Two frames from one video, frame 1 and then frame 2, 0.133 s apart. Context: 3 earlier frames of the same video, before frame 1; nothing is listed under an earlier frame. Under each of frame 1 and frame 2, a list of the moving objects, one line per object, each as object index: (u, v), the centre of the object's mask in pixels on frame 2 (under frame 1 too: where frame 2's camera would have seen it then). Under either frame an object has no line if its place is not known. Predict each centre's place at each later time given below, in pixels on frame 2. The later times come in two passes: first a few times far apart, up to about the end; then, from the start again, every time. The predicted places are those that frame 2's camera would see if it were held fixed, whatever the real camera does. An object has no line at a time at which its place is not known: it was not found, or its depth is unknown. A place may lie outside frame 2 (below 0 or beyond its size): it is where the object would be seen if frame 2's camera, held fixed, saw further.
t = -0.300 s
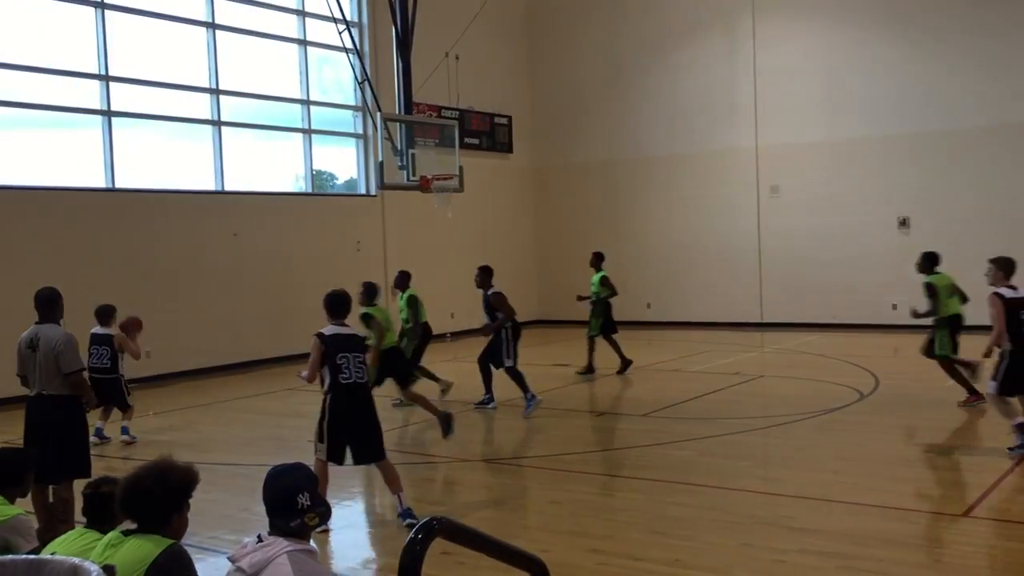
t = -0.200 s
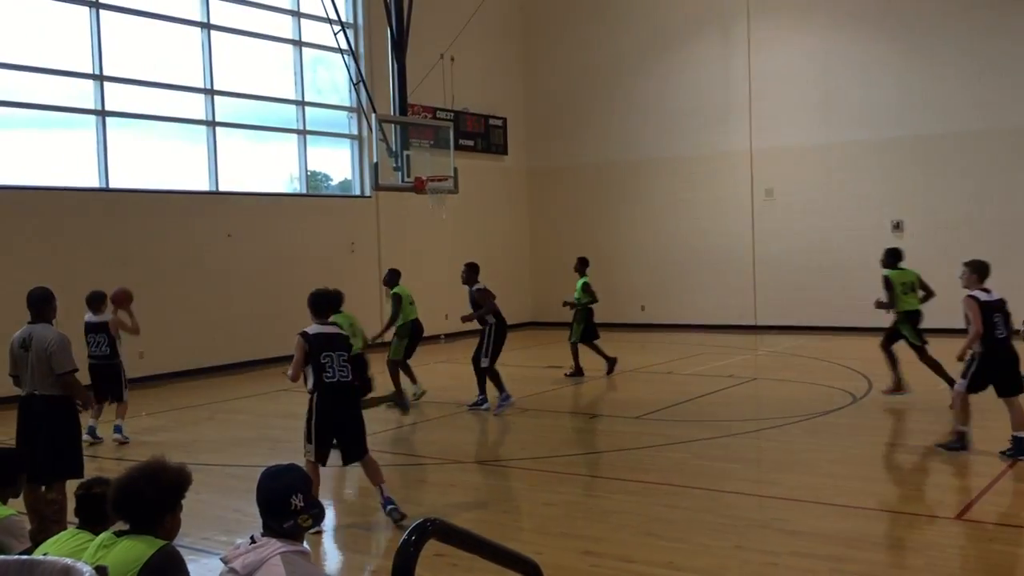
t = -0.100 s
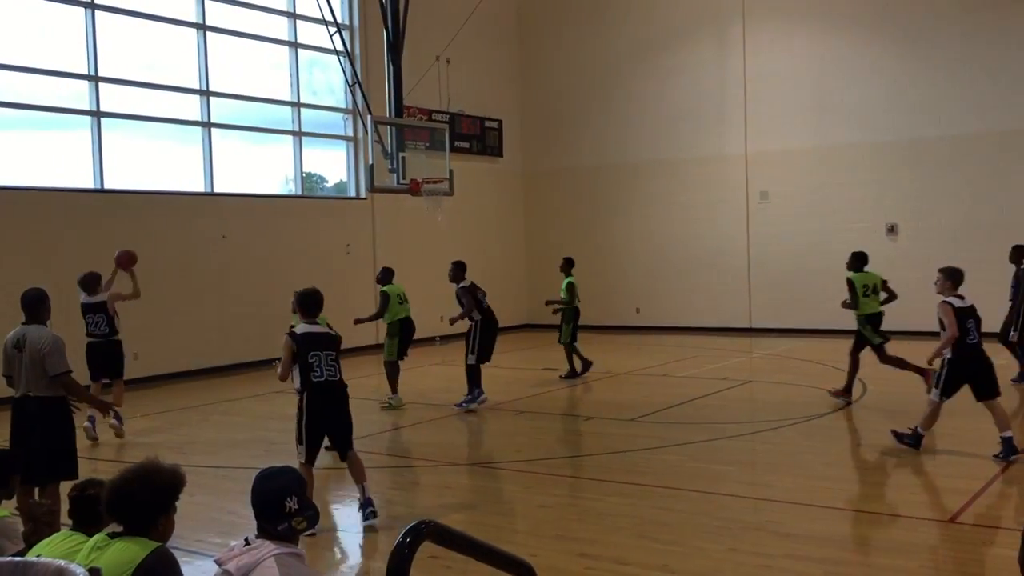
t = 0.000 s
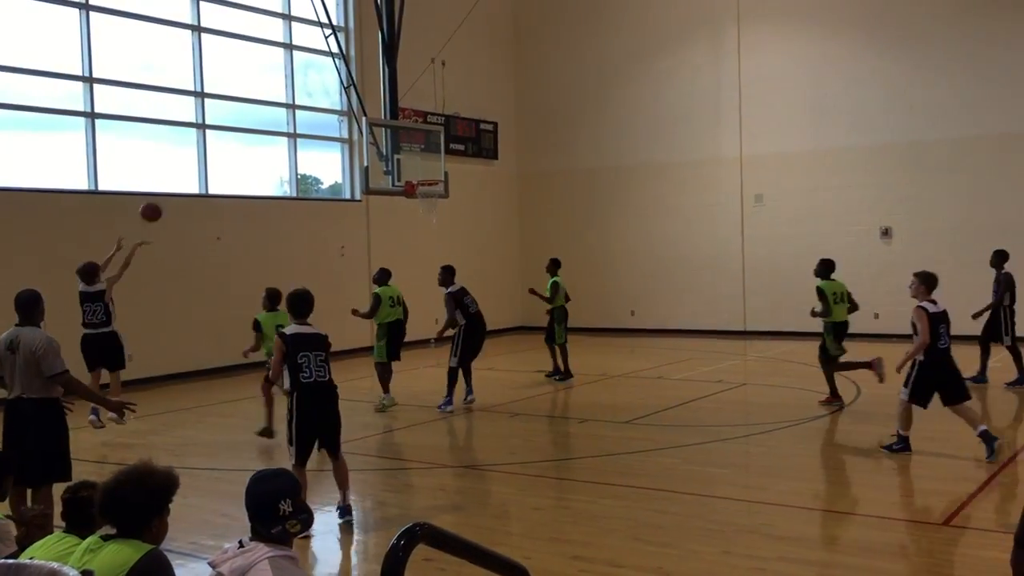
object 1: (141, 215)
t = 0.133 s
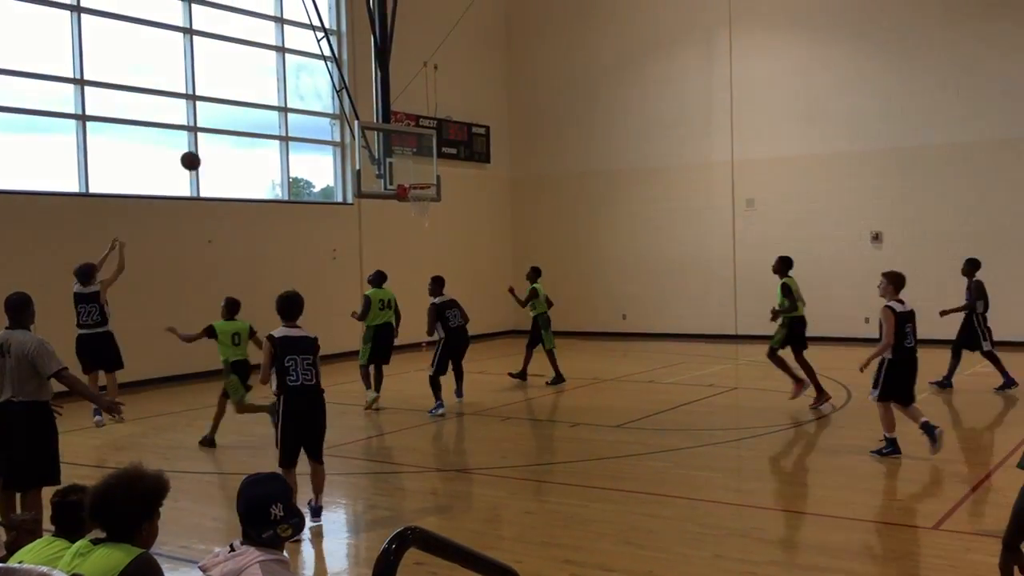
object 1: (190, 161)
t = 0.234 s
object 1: (224, 132)
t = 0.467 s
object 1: (296, 102)
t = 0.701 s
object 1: (360, 113)
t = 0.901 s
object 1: (410, 151)
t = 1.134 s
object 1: (449, 168)
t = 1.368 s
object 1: (477, 180)
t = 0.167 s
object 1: (201, 150)
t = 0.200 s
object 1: (213, 141)
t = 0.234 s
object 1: (224, 132)
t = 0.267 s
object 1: (235, 126)
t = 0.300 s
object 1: (245, 119)
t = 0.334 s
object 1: (256, 113)
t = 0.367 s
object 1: (266, 109)
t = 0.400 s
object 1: (276, 106)
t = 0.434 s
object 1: (286, 104)
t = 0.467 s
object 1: (296, 102)
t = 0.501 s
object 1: (306, 101)
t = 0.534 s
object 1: (315, 101)
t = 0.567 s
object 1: (324, 102)
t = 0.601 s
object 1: (333, 104)
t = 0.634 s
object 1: (342, 106)
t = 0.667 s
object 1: (351, 109)
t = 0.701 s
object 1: (360, 113)
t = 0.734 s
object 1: (369, 118)
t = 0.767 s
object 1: (377, 123)
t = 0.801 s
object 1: (386, 129)
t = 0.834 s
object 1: (393, 136)
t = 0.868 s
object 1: (402, 143)
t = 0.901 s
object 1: (410, 151)
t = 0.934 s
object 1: (418, 159)
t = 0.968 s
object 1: (425, 168)
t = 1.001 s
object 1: (433, 177)
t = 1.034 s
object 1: (437, 174)
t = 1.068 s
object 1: (441, 171)
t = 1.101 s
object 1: (445, 169)
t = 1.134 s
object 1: (449, 168)
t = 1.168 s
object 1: (453, 168)
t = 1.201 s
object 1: (457, 168)
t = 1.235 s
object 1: (461, 169)
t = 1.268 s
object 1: (465, 170)
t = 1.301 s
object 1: (469, 173)
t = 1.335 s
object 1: (473, 176)
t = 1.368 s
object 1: (477, 180)
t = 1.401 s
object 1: (482, 184)
